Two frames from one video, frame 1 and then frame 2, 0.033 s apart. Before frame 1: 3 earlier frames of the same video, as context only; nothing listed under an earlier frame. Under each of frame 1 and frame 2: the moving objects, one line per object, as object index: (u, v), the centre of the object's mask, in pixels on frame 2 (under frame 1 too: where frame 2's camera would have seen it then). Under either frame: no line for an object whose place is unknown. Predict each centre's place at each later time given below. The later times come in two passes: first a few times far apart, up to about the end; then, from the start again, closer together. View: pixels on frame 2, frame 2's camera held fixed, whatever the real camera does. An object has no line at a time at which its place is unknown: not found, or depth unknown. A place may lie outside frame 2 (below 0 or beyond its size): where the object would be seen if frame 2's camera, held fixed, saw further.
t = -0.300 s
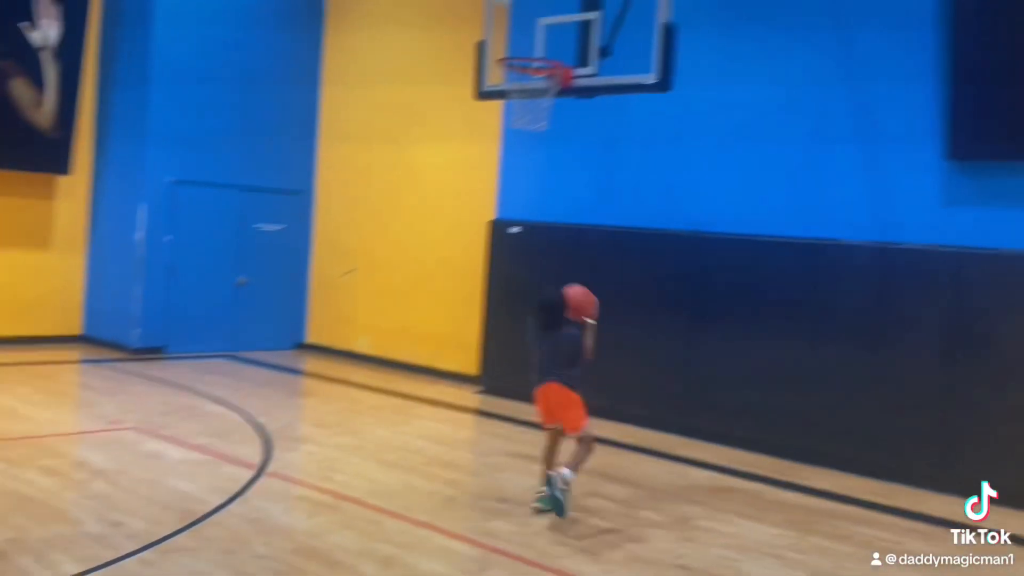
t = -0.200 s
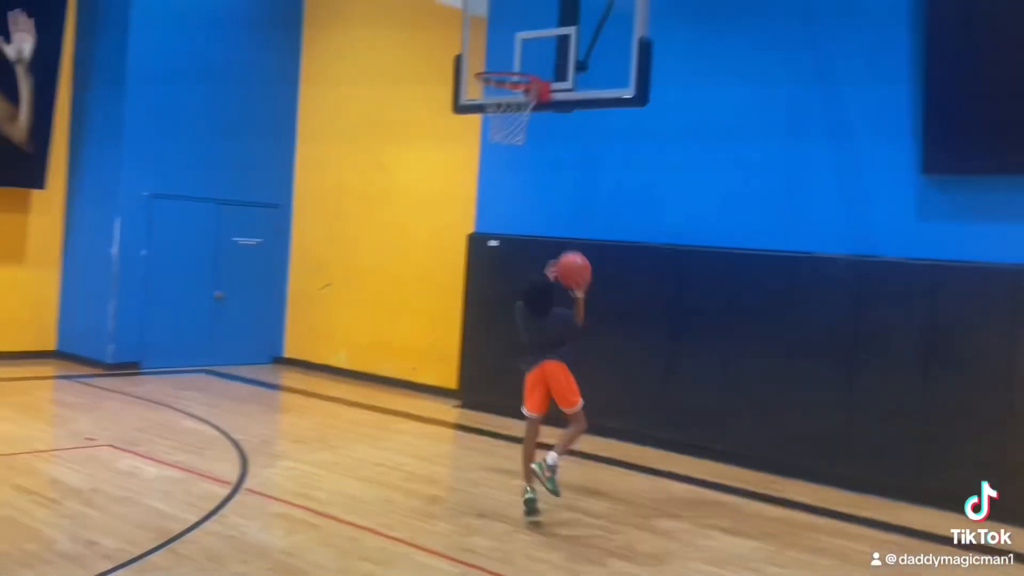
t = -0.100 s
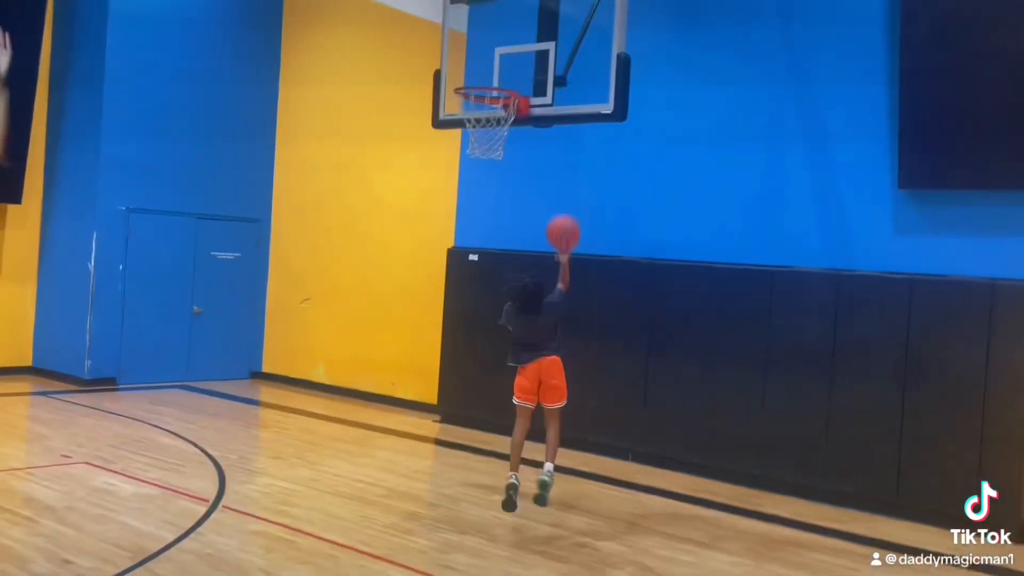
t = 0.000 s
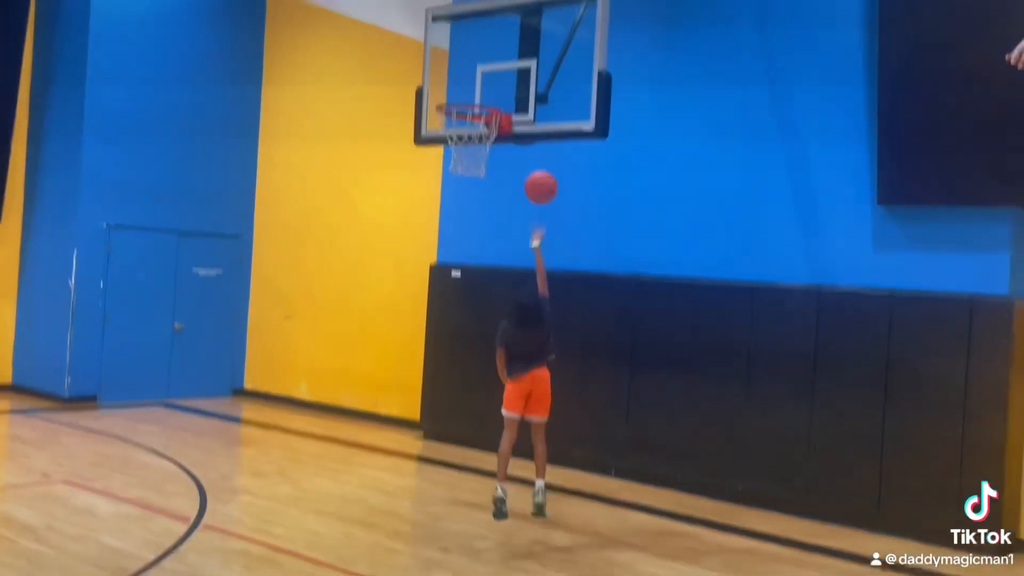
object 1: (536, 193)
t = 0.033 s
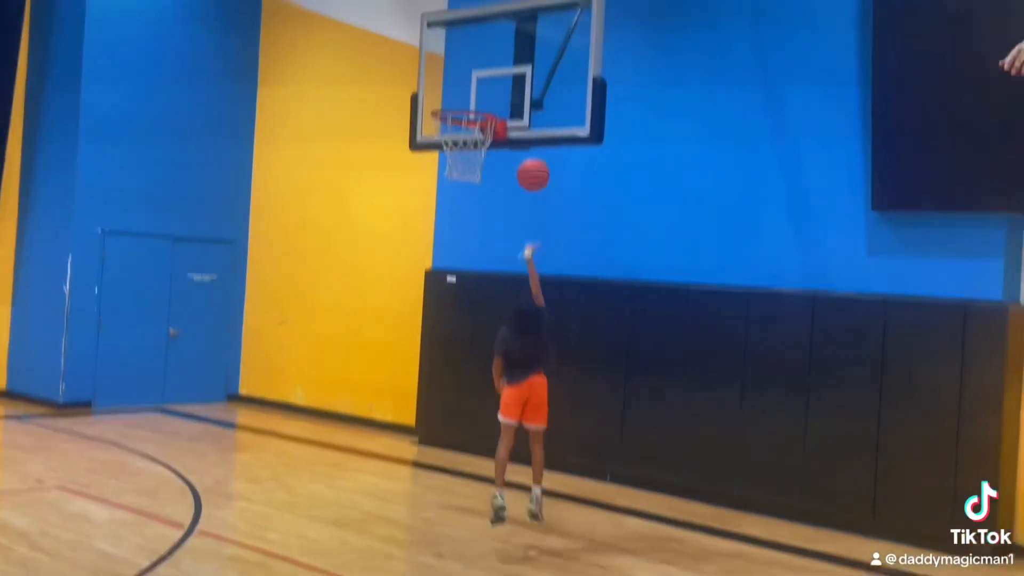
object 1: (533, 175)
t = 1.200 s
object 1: (475, 252)
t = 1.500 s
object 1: (491, 462)
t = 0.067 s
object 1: (530, 158)
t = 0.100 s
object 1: (527, 144)
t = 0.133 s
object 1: (524, 132)
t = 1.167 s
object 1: (473, 235)
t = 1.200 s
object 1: (475, 252)
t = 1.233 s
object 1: (478, 271)
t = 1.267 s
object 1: (480, 290)
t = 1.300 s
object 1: (482, 309)
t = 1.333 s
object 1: (483, 331)
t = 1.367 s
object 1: (485, 354)
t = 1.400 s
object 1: (486, 379)
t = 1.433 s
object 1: (488, 407)
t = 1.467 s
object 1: (489, 435)
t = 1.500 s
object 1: (491, 462)
